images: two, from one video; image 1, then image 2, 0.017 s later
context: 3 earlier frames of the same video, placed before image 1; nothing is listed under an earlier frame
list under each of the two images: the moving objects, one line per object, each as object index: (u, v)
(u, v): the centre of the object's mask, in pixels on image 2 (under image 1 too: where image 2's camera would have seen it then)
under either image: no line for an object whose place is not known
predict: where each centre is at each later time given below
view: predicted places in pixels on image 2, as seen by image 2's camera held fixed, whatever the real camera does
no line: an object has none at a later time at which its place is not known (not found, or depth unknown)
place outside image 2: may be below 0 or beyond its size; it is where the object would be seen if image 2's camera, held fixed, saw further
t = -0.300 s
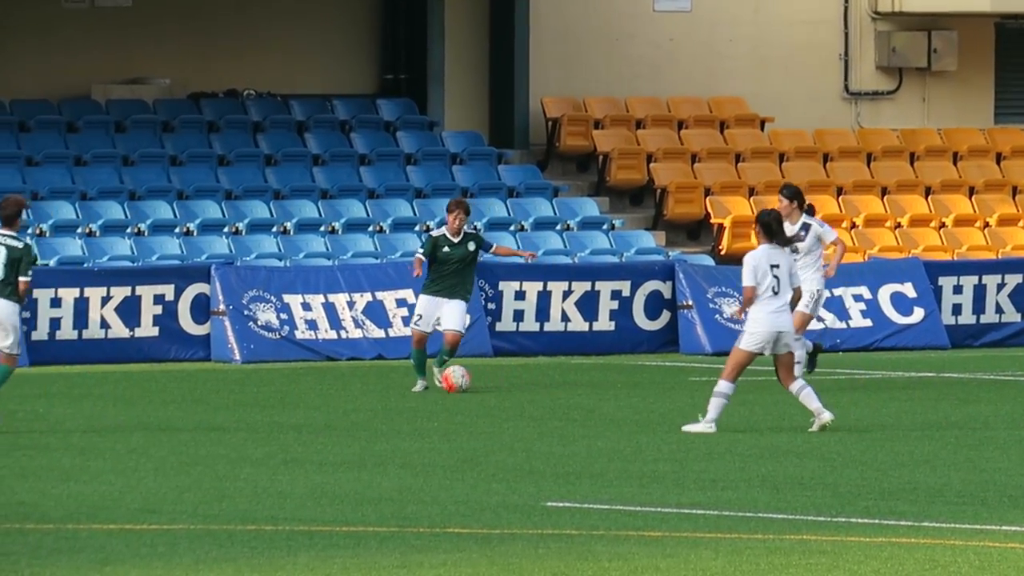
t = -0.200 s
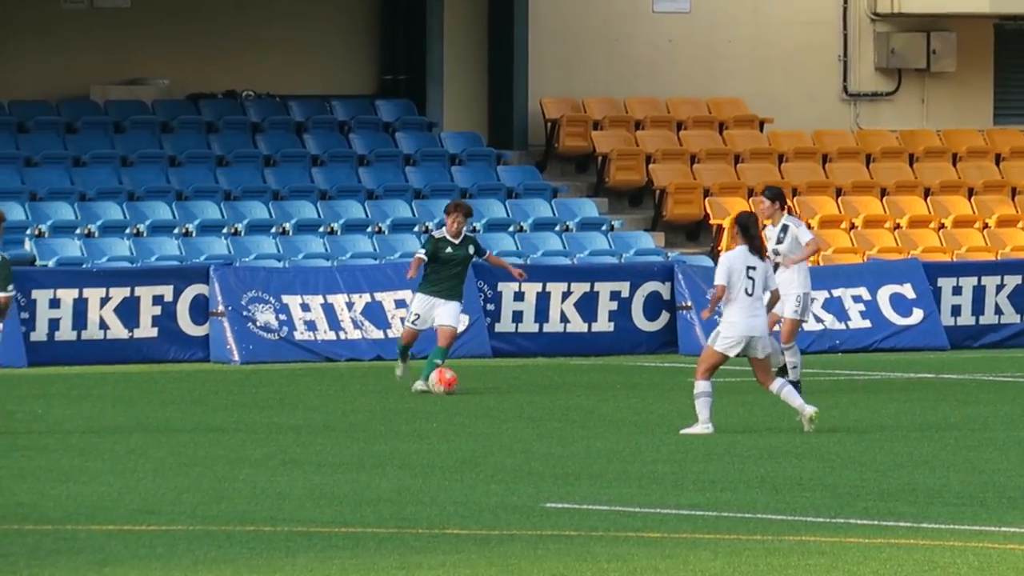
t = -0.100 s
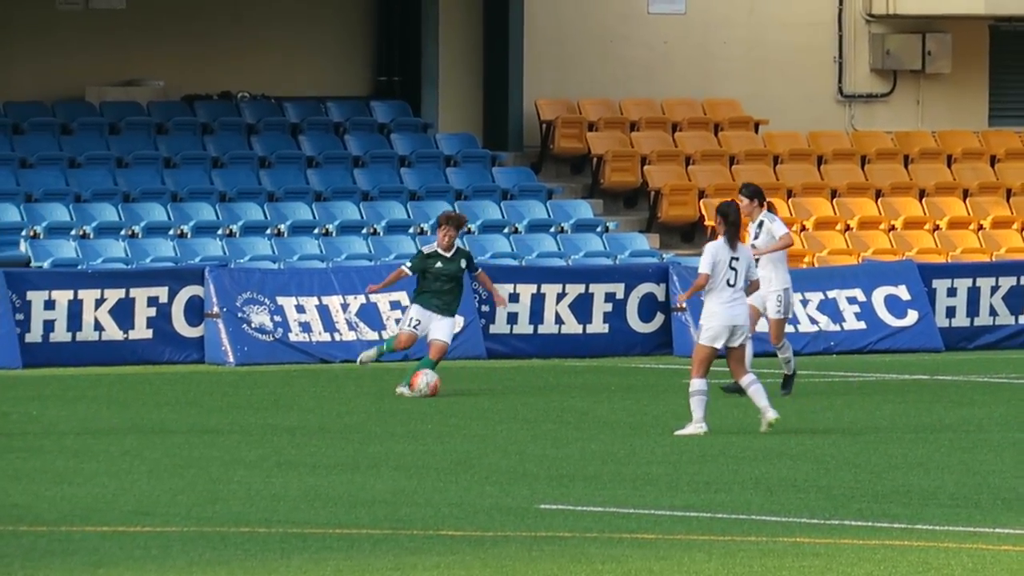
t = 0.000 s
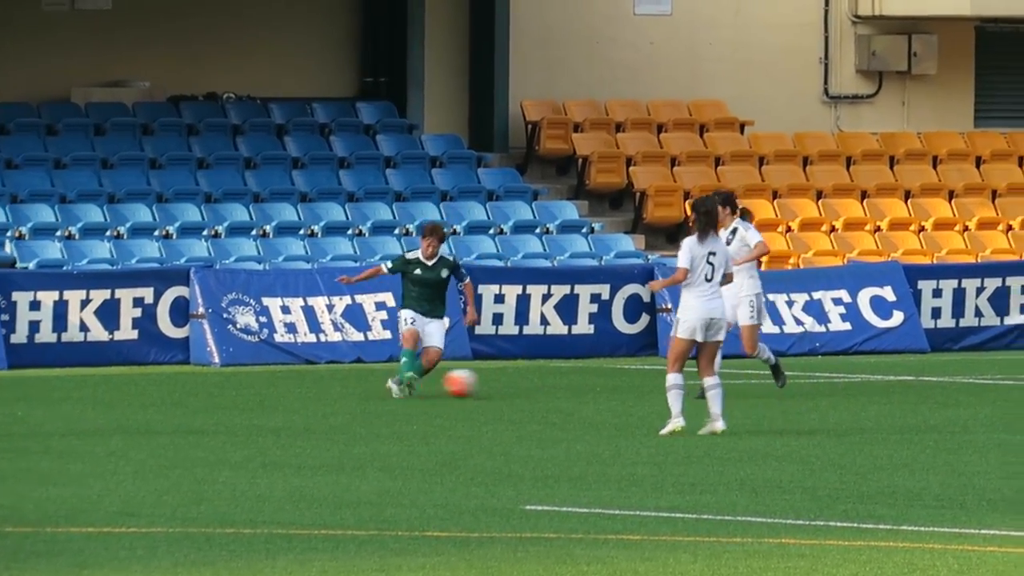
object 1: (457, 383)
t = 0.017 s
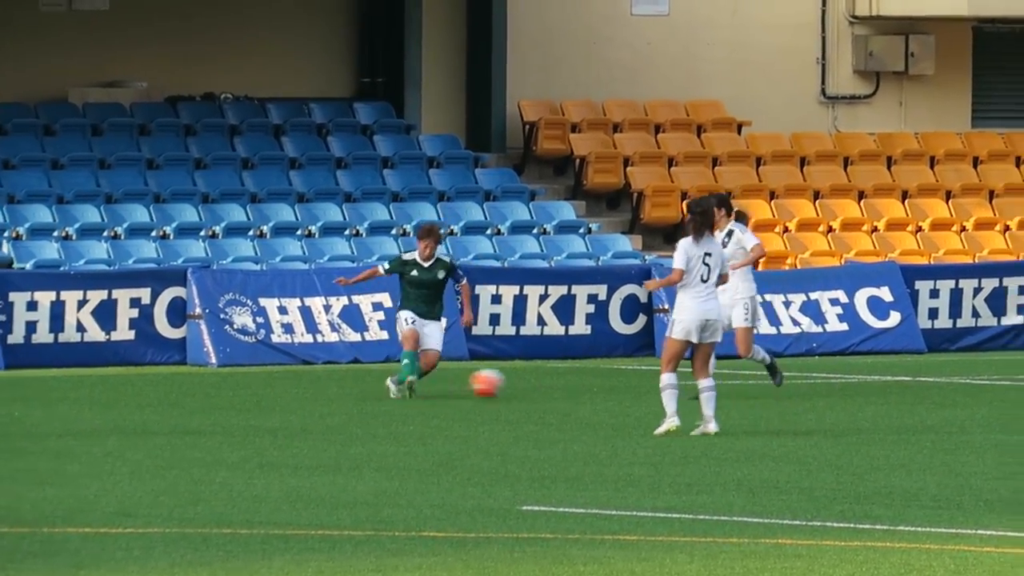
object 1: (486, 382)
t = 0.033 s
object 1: (515, 382)
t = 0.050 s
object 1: (546, 382)
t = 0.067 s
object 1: (575, 383)
